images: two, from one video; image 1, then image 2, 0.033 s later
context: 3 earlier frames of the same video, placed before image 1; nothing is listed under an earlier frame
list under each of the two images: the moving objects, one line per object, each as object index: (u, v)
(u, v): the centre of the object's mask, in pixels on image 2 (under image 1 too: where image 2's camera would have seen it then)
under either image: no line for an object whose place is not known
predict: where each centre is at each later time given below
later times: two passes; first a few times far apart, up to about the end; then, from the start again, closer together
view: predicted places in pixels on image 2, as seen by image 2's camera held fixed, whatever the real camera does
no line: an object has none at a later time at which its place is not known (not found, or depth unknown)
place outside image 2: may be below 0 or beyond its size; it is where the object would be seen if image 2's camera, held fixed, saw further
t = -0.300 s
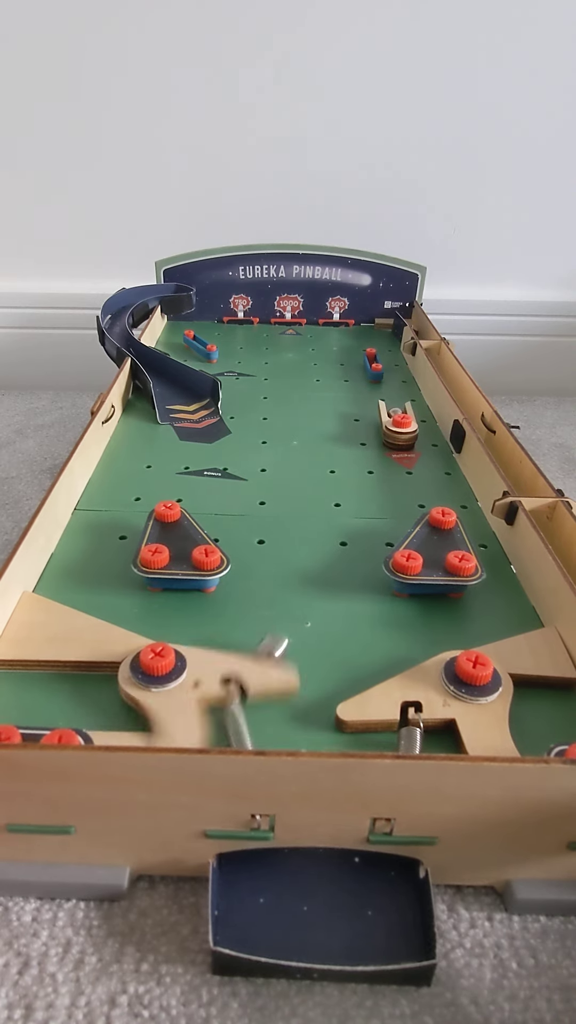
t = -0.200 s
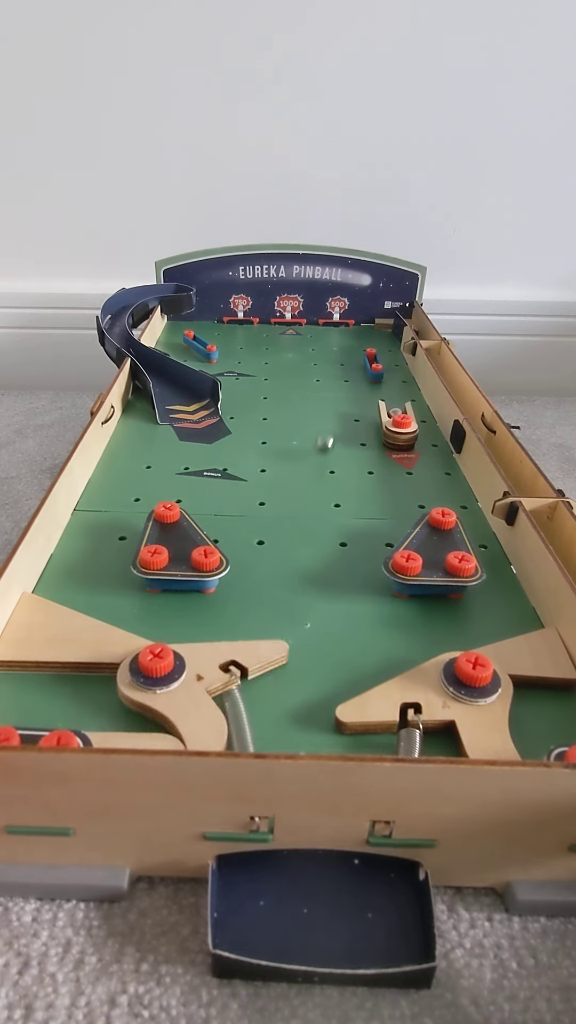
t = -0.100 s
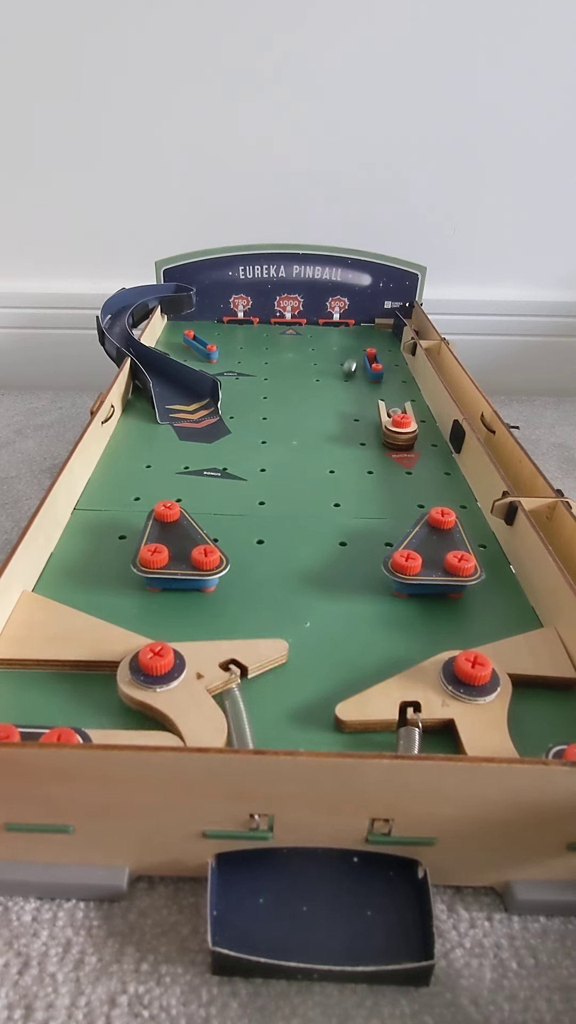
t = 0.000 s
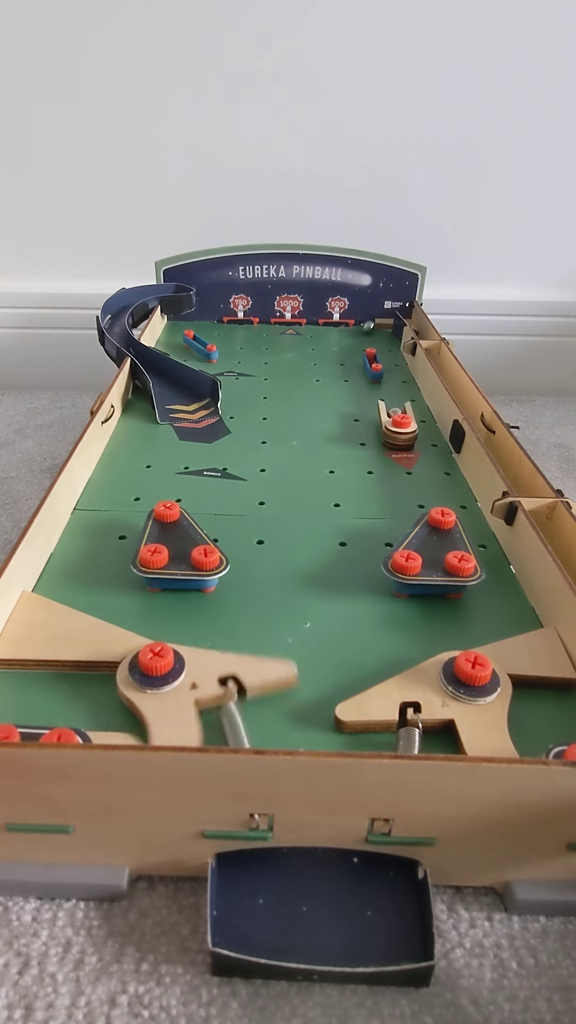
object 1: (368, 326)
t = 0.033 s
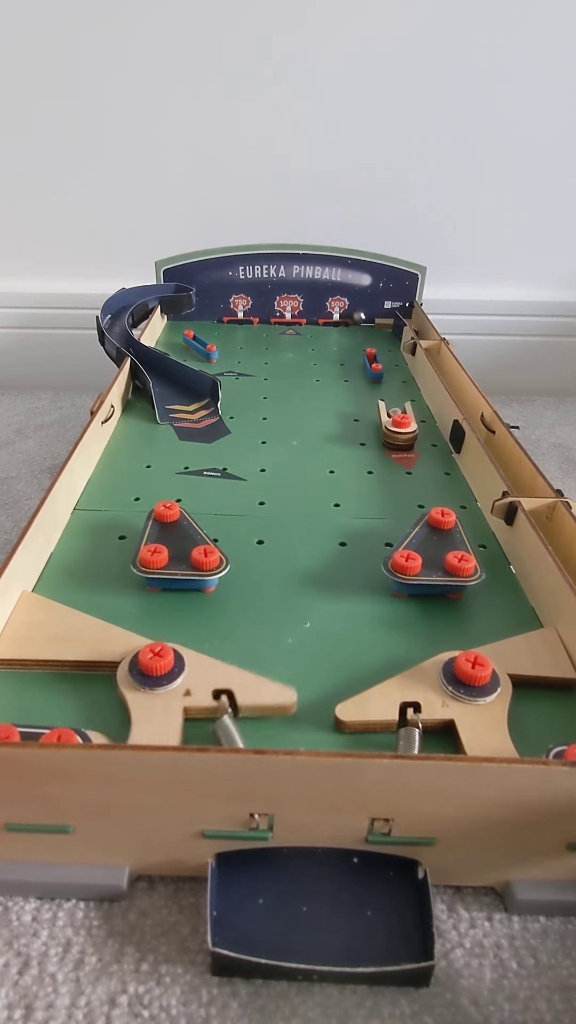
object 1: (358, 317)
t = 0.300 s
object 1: (319, 331)
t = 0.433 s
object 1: (302, 343)
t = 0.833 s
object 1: (232, 445)
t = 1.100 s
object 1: (354, 604)
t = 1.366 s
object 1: (513, 595)
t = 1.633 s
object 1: (497, 620)
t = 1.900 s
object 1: (431, 645)
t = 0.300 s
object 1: (319, 331)
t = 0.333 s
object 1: (315, 334)
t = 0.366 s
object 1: (310, 336)
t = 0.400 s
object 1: (306, 339)
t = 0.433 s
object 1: (302, 343)
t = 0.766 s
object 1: (248, 417)
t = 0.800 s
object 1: (240, 430)
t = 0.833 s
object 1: (232, 445)
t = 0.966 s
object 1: (204, 529)
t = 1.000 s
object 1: (234, 547)
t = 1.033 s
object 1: (272, 563)
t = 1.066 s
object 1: (311, 582)
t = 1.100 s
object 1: (354, 604)
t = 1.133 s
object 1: (402, 628)
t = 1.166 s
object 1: (438, 639)
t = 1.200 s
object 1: (454, 622)
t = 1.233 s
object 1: (472, 612)
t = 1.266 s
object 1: (492, 606)
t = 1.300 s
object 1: (513, 602)
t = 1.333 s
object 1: (521, 599)
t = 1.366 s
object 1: (513, 595)
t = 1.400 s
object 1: (510, 593)
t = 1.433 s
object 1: (507, 592)
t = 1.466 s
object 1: (505, 593)
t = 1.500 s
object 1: (502, 596)
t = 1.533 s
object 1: (500, 599)
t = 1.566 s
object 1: (498, 604)
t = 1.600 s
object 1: (498, 612)
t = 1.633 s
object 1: (497, 620)
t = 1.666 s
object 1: (496, 628)
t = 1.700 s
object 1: (487, 629)
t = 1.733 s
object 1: (479, 631)
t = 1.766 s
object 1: (472, 634)
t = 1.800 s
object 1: (463, 637)
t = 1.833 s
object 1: (453, 639)
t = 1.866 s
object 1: (442, 642)
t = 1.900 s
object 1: (431, 645)
